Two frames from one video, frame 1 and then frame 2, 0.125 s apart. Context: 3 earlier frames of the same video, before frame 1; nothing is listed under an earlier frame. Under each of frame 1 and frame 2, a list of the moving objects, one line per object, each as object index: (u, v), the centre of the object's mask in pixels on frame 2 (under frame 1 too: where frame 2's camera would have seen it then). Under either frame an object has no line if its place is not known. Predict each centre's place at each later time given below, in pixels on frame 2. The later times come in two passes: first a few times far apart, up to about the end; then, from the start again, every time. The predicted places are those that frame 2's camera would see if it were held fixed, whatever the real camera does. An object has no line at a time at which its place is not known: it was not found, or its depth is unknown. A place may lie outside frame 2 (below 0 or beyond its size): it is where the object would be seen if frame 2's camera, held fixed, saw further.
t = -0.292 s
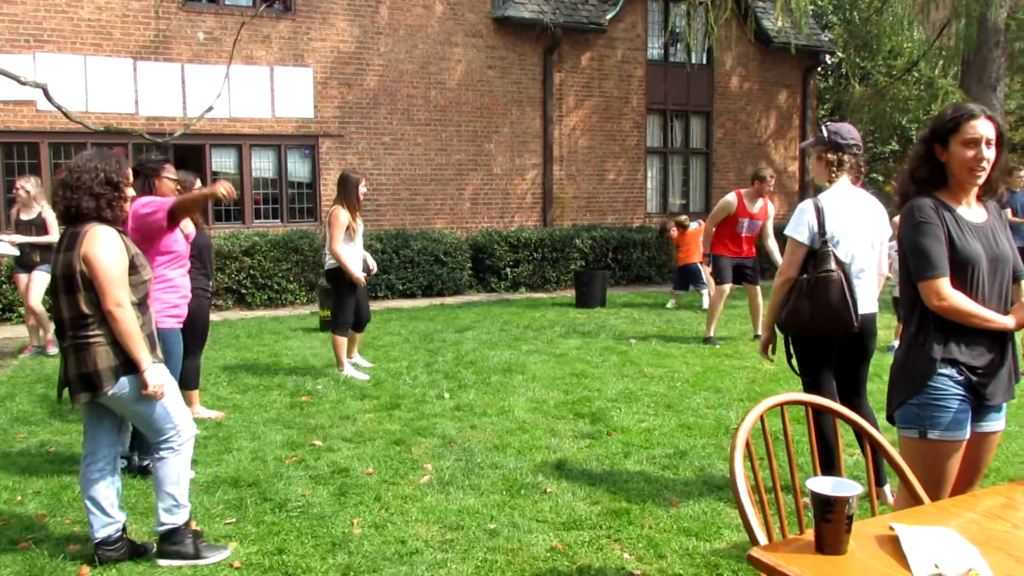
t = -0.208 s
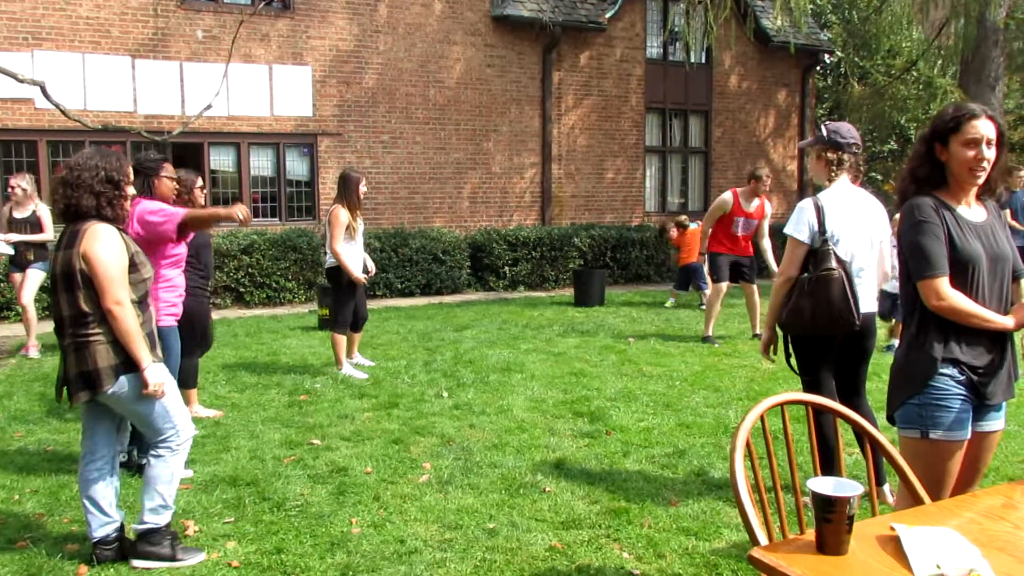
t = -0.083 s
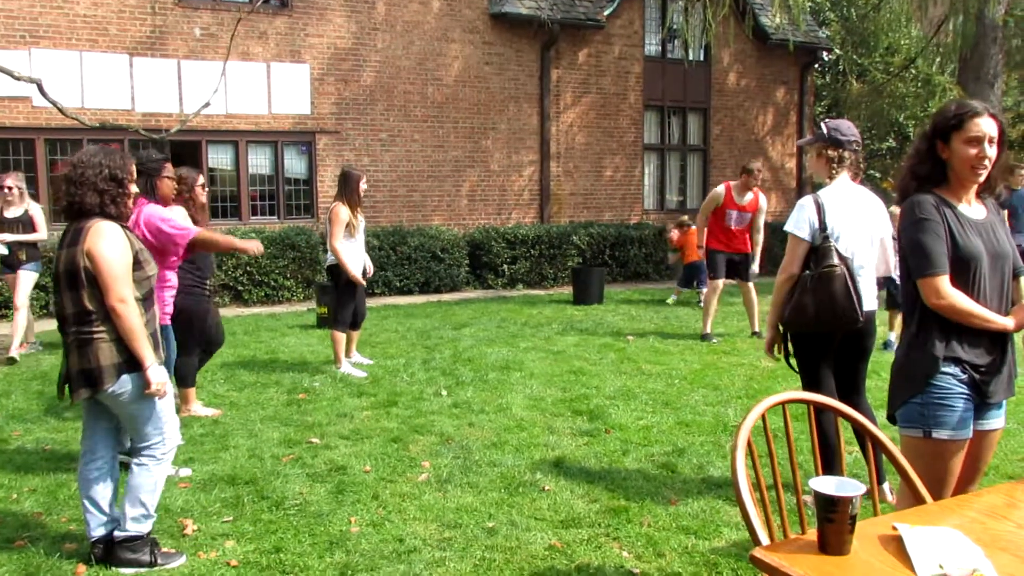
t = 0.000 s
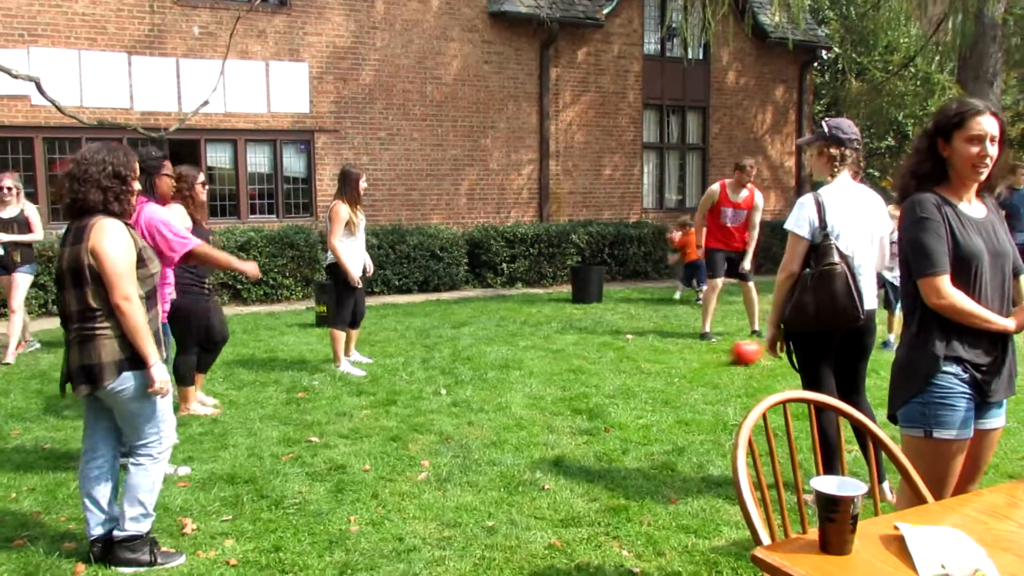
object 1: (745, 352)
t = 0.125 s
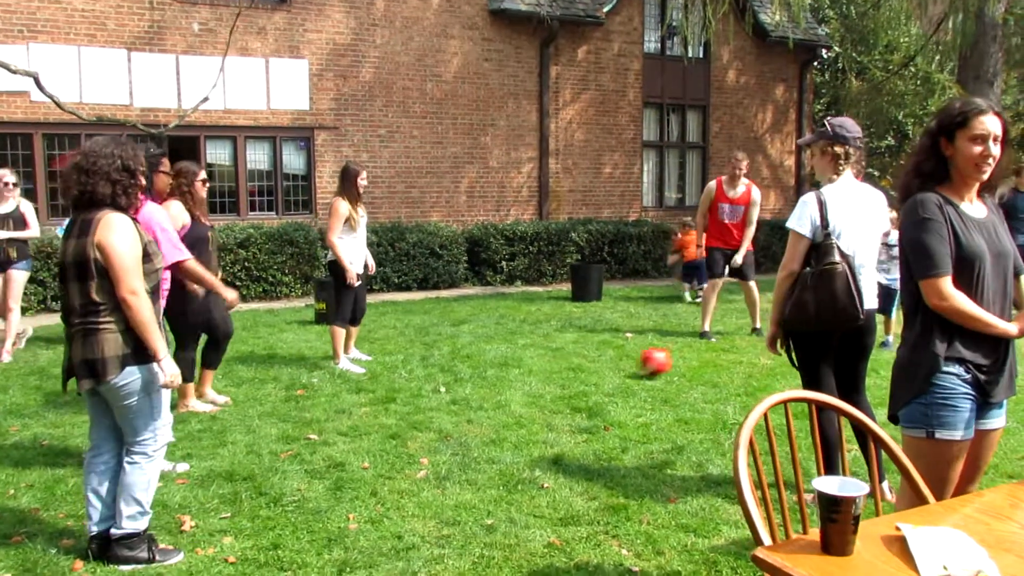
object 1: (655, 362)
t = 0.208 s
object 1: (599, 367)
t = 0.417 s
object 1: (452, 380)
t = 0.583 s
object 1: (318, 411)
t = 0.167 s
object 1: (628, 363)
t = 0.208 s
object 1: (599, 367)
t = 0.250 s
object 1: (568, 375)
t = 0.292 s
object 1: (540, 379)
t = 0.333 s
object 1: (511, 378)
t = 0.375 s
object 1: (483, 378)
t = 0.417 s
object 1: (452, 380)
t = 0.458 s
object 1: (419, 388)
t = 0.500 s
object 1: (388, 396)
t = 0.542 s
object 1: (353, 405)
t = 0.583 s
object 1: (318, 411)
